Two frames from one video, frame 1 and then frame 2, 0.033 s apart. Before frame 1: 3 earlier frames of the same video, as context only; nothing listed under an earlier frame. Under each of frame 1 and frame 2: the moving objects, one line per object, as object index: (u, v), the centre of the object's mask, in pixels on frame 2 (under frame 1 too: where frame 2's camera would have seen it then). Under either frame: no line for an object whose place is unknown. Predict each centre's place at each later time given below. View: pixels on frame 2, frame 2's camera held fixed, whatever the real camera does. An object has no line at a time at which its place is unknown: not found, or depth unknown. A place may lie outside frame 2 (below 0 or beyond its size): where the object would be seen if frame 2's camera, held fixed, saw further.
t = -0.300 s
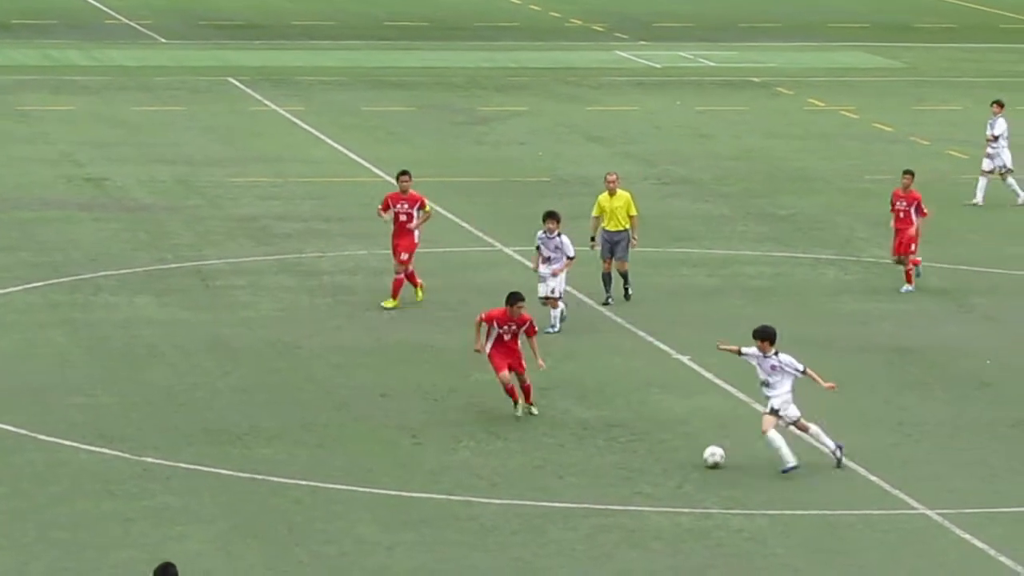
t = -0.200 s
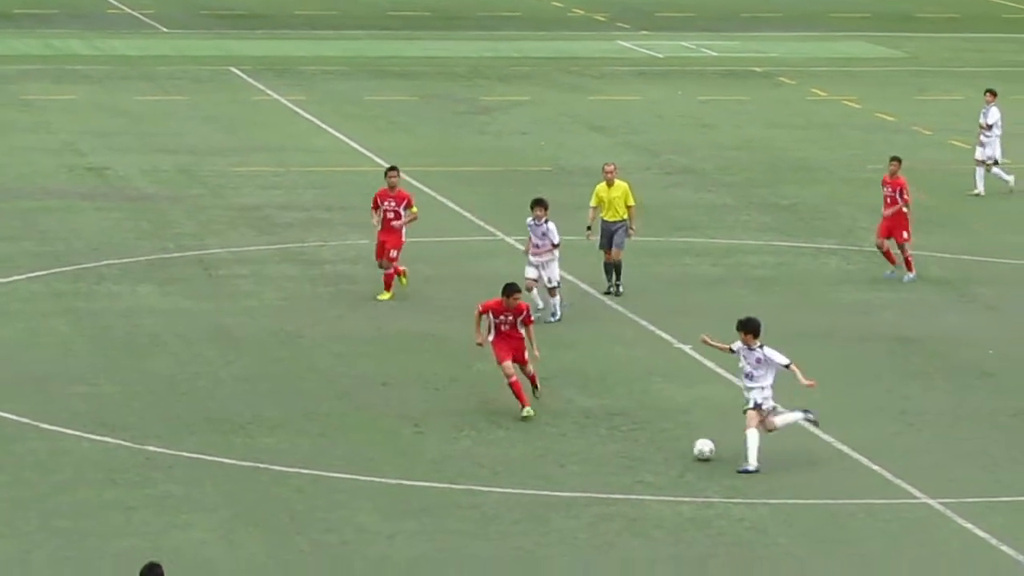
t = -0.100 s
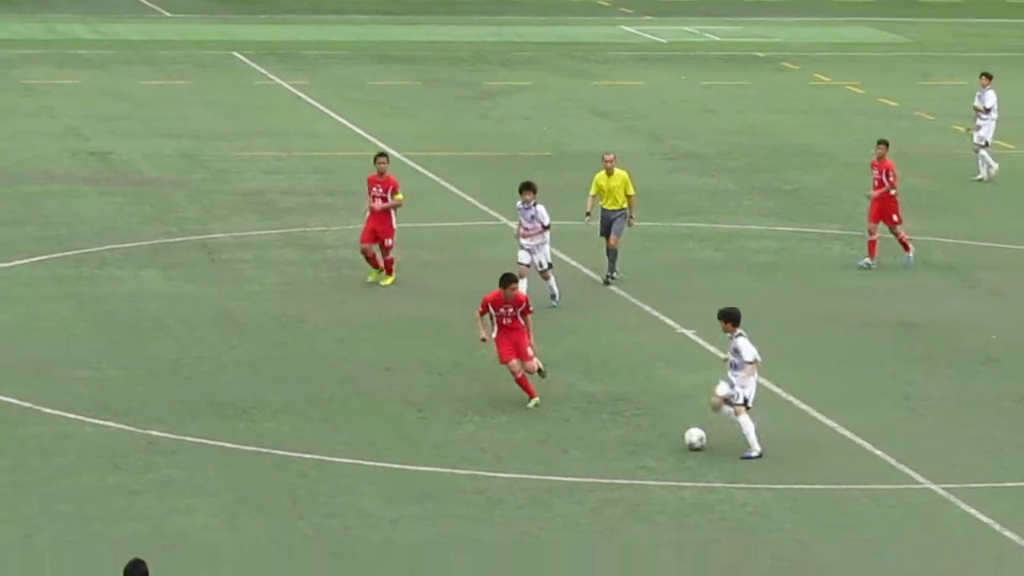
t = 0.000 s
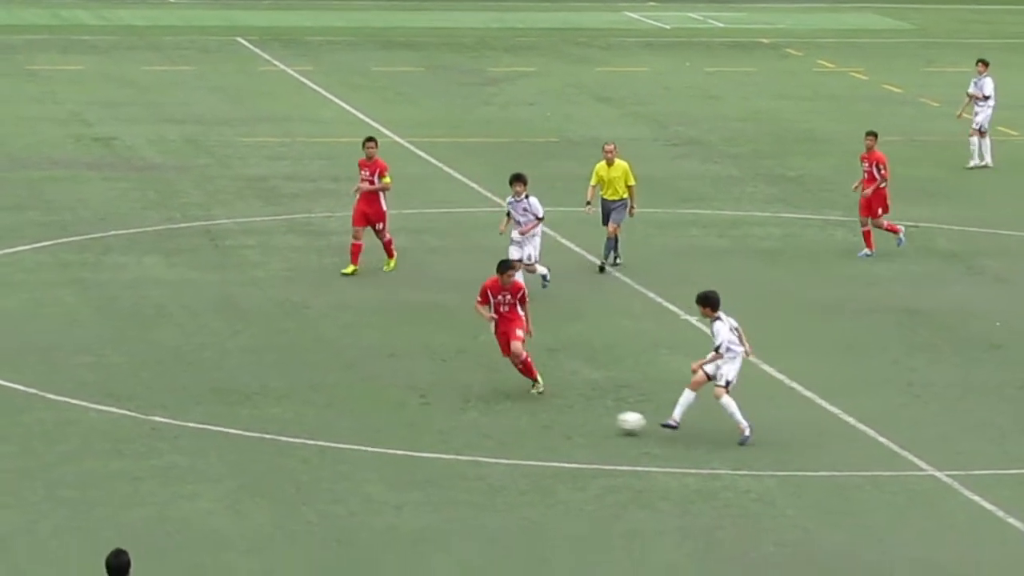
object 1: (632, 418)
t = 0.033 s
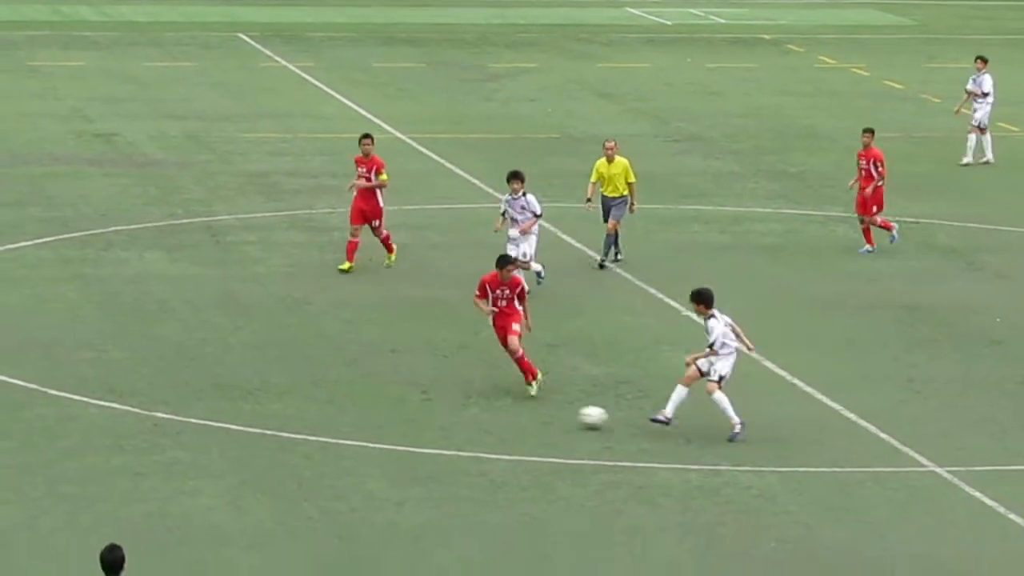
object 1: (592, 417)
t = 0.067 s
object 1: (554, 416)
